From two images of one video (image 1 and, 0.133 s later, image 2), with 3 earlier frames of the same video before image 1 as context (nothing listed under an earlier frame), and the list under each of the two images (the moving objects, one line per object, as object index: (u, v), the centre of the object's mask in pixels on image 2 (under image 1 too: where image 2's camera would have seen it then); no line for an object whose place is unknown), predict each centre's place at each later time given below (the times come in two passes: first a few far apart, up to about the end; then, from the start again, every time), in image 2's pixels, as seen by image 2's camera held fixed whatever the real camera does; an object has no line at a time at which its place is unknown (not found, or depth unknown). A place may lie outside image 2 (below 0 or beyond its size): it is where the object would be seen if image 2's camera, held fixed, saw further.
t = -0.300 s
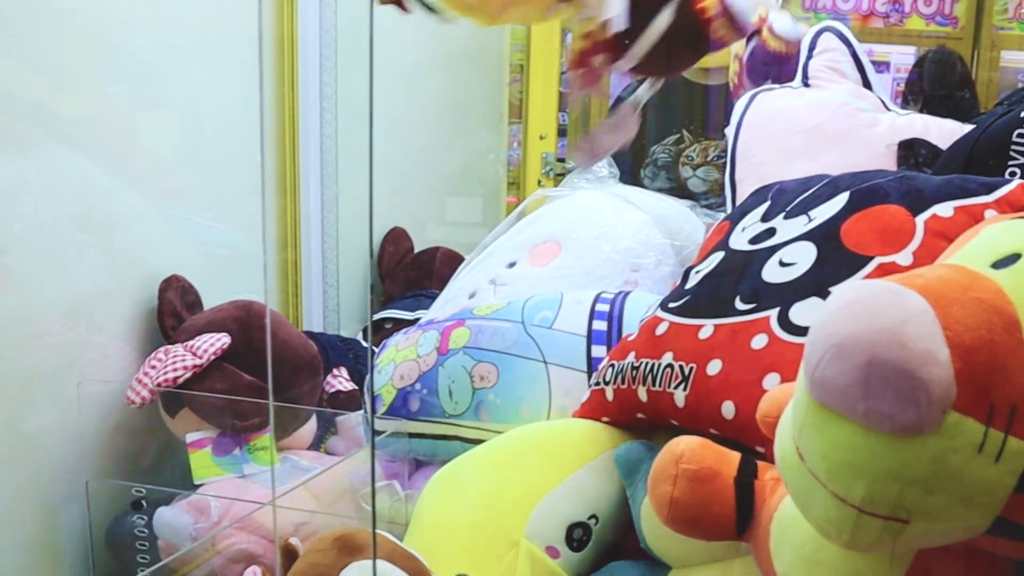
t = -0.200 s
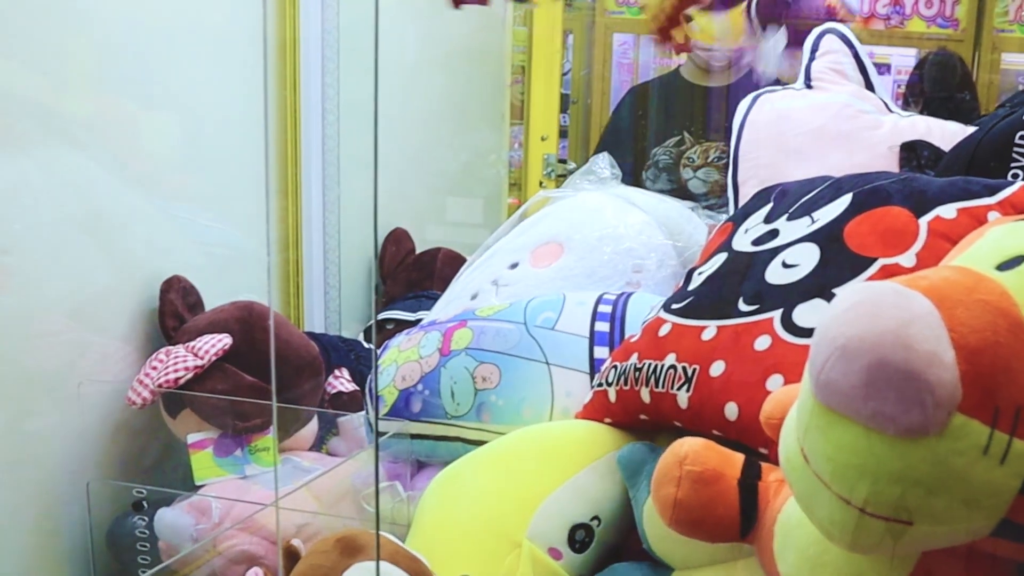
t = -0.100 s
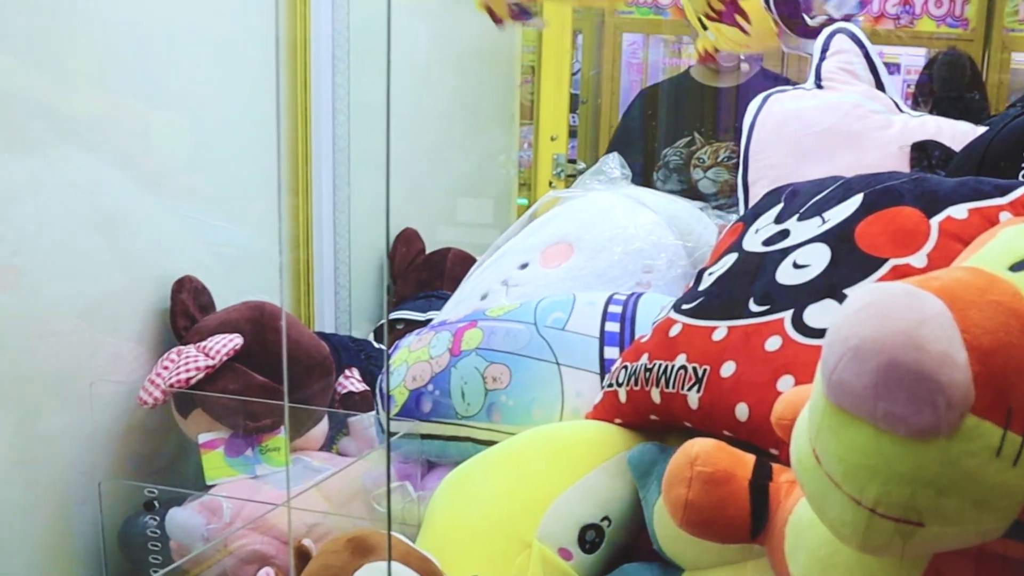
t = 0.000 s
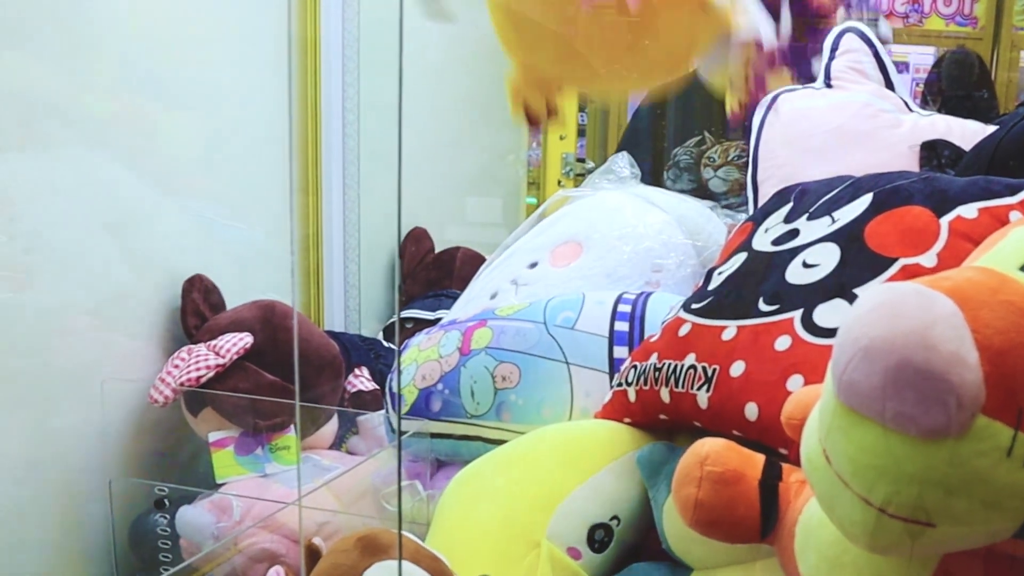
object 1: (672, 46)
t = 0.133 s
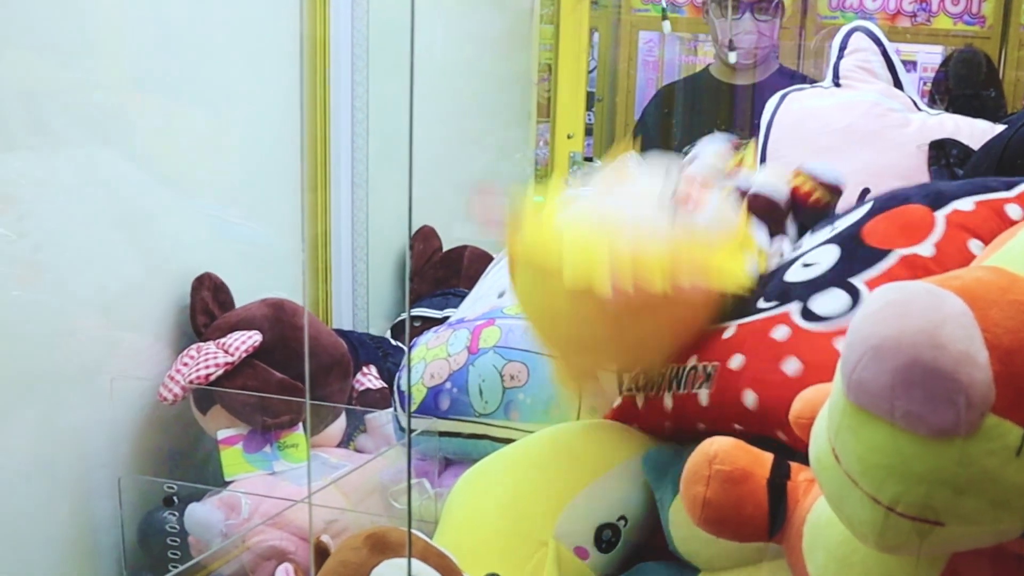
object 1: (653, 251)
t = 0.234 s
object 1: (613, 323)
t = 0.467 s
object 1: (466, 295)
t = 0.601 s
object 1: (391, 322)
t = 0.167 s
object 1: (651, 314)
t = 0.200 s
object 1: (627, 342)
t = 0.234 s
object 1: (613, 323)
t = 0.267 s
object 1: (583, 300)
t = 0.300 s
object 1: (555, 291)
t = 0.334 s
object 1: (531, 283)
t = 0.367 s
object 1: (512, 280)
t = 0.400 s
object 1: (495, 285)
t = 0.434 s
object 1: (479, 290)
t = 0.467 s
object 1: (466, 295)
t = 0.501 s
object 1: (443, 303)
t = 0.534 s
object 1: (426, 310)
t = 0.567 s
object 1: (410, 315)
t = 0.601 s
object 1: (391, 322)
